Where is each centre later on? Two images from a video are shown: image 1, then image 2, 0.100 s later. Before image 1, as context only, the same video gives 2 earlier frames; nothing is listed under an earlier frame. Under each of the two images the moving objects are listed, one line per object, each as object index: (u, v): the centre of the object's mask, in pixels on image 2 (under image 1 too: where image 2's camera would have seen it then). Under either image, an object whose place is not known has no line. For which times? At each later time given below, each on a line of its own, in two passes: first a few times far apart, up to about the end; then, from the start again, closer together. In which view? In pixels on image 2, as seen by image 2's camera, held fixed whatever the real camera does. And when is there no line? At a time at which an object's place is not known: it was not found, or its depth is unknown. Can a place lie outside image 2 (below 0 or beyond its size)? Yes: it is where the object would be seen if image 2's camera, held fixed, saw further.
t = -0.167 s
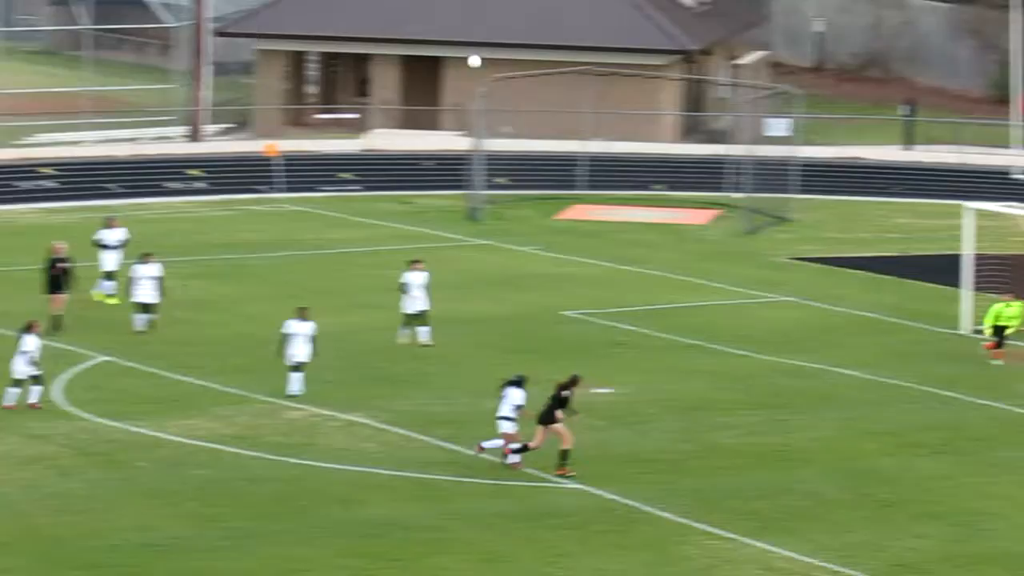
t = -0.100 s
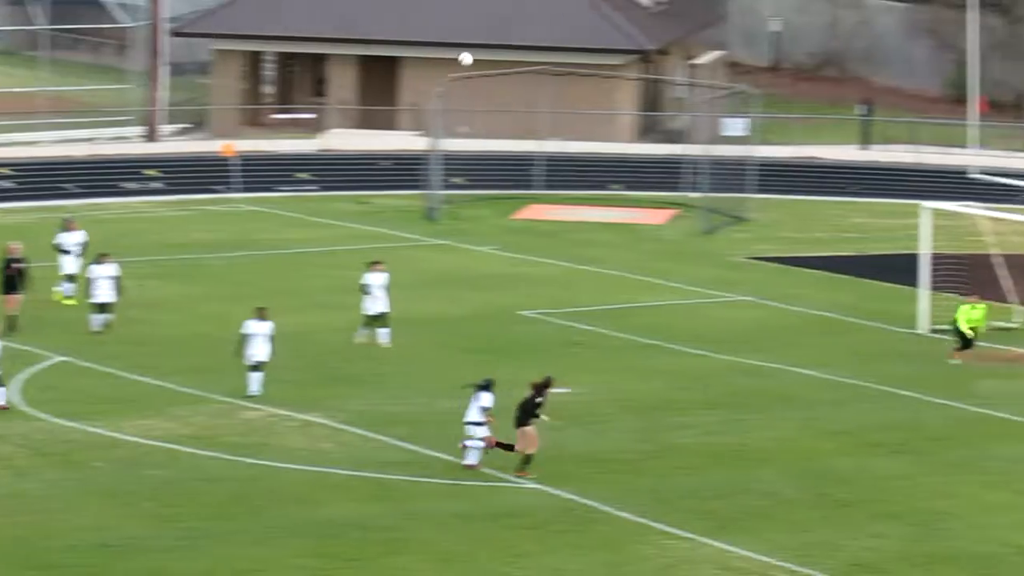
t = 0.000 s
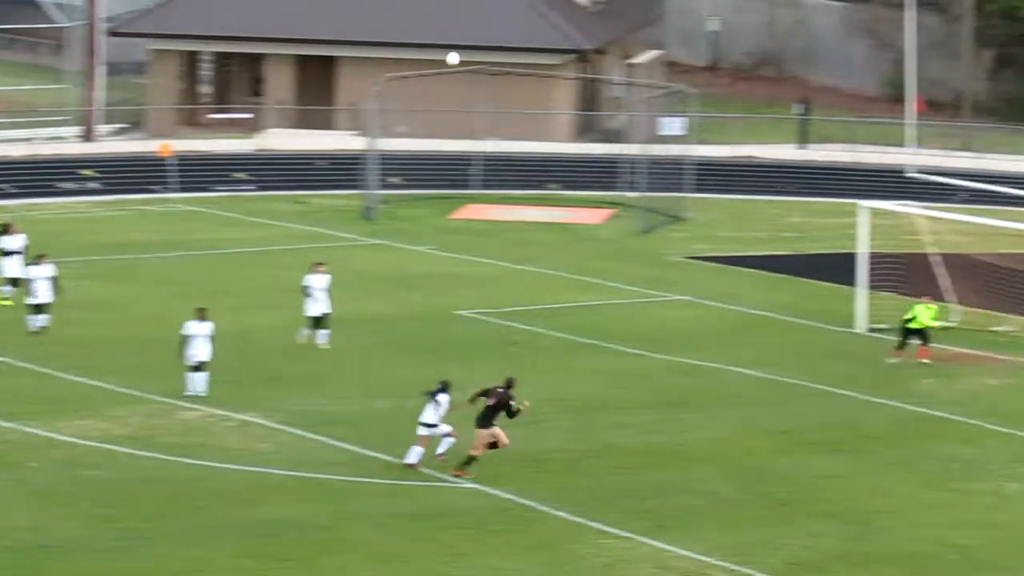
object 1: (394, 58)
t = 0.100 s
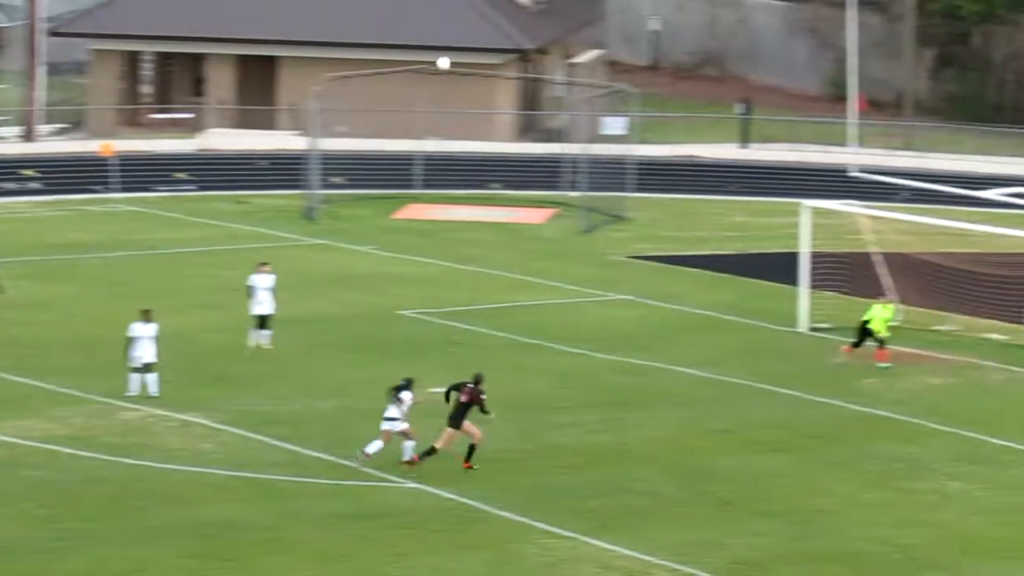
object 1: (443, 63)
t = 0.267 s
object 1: (520, 84)
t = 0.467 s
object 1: (608, 126)
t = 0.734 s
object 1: (724, 216)
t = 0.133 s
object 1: (458, 66)
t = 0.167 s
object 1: (474, 70)
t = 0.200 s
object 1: (490, 74)
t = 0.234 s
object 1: (505, 78)
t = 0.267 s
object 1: (520, 84)
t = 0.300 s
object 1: (535, 90)
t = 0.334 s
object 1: (550, 96)
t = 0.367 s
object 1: (565, 102)
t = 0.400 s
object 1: (581, 110)
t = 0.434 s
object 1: (595, 118)
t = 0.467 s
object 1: (608, 126)
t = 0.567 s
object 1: (653, 157)
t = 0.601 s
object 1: (667, 166)
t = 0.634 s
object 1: (682, 178)
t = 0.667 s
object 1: (696, 189)
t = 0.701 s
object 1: (710, 203)
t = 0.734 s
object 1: (724, 216)
